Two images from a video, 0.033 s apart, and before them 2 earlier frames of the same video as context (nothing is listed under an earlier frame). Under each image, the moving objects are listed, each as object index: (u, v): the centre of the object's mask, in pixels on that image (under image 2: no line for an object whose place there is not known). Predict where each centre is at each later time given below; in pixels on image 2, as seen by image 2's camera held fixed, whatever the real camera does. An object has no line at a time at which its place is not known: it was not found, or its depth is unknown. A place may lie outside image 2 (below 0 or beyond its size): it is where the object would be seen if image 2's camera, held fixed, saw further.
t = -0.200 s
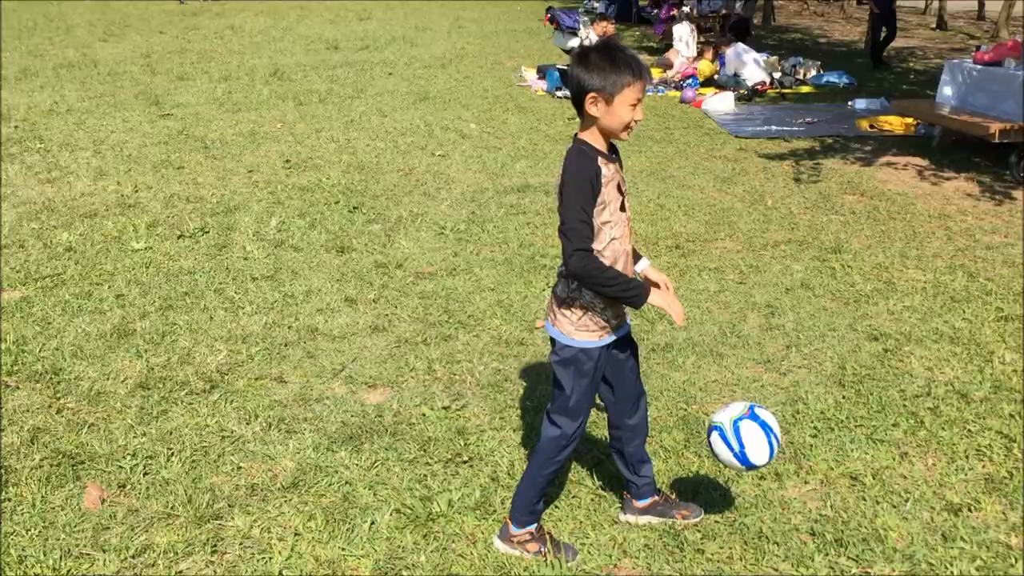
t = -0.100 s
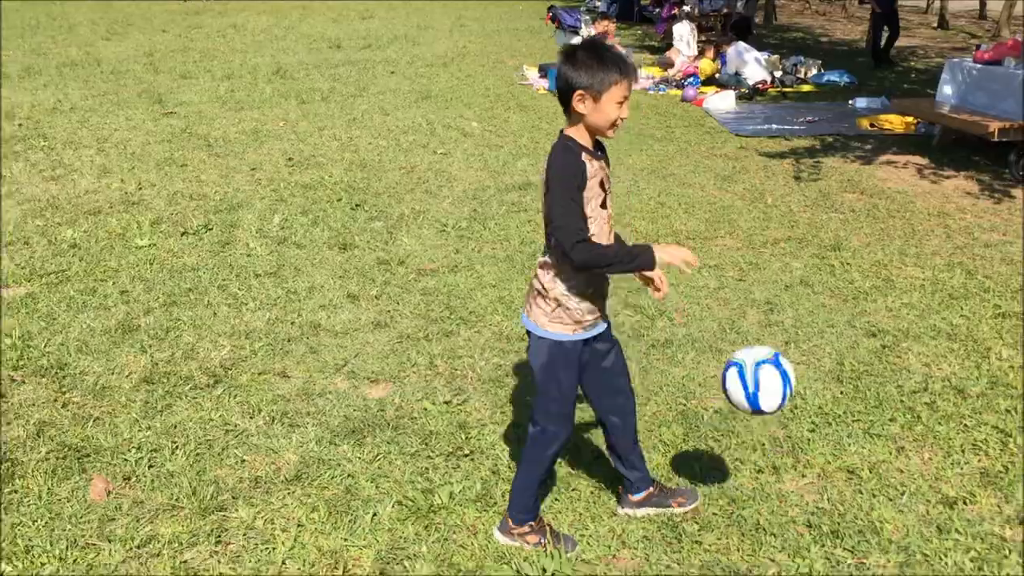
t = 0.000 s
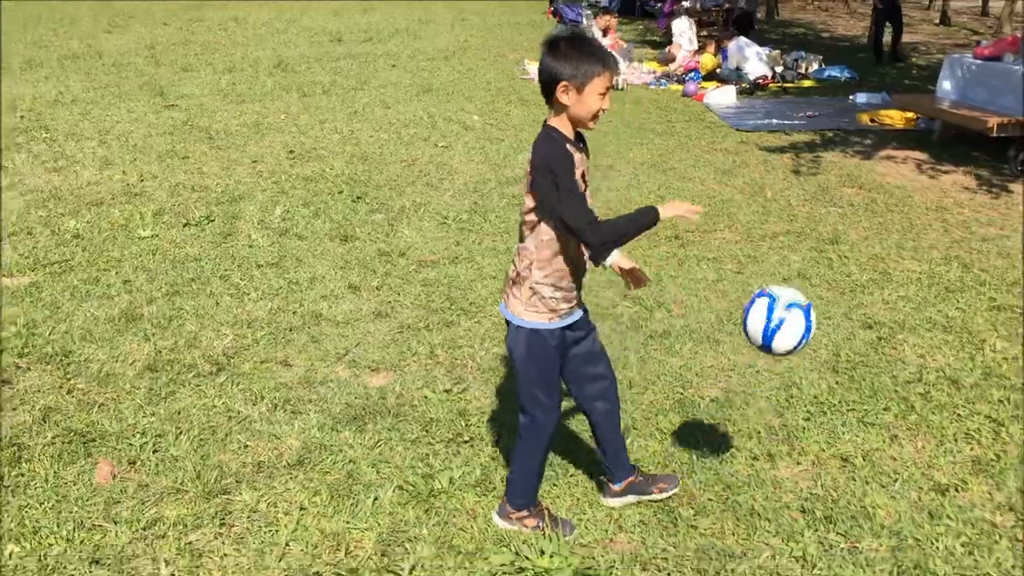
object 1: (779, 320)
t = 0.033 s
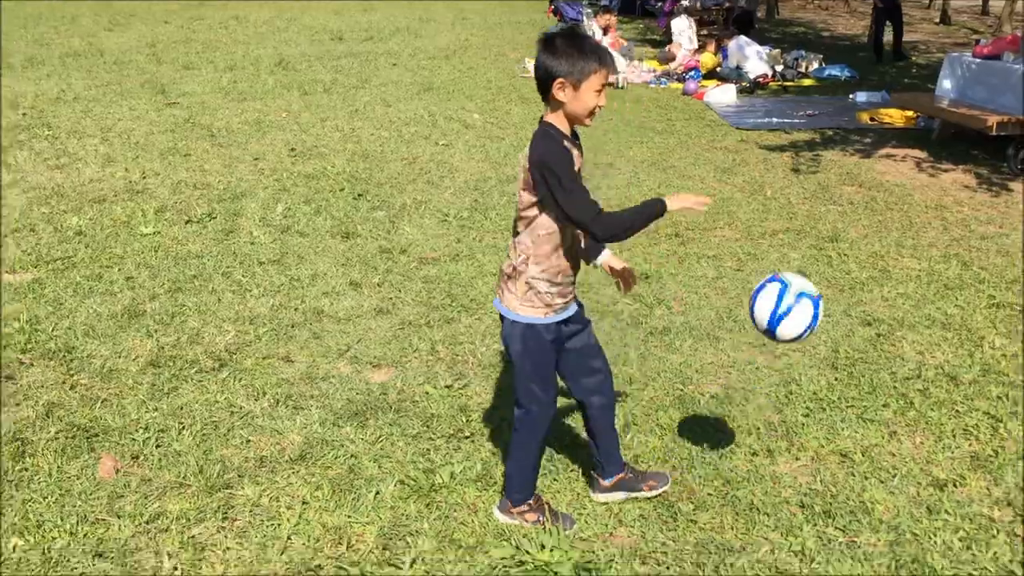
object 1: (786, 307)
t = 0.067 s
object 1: (794, 302)
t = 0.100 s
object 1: (802, 300)
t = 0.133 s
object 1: (810, 302)
